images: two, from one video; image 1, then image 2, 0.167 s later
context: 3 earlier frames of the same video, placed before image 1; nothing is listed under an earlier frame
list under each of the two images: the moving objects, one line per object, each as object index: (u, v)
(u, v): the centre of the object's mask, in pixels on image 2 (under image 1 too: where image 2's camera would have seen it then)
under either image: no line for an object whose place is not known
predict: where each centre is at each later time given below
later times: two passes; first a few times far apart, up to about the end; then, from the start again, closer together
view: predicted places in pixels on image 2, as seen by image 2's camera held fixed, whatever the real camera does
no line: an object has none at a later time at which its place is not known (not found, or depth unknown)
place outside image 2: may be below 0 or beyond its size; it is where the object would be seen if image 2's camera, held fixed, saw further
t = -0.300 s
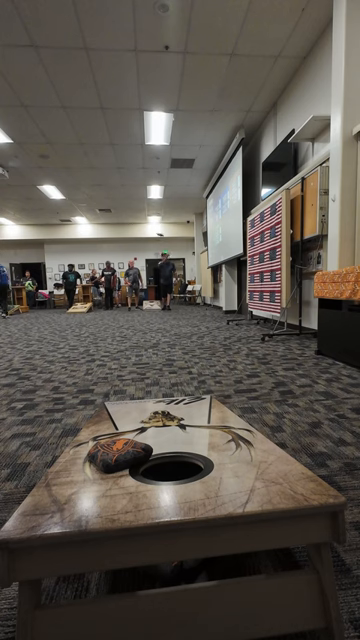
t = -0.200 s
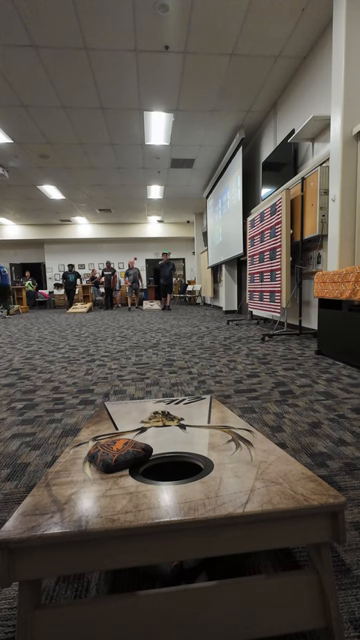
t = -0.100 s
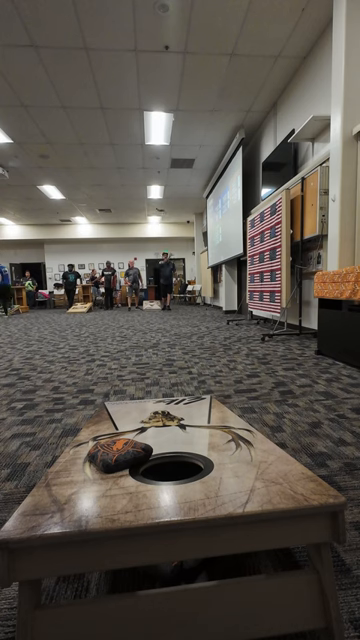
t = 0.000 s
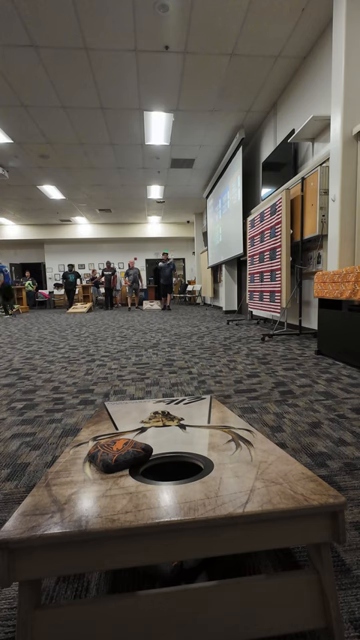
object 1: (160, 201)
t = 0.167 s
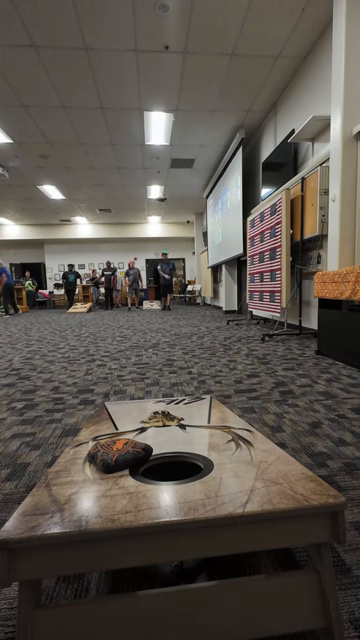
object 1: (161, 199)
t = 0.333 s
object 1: (163, 223)
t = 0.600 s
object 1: (174, 398)
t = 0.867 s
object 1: (186, 433)
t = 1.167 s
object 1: (191, 446)
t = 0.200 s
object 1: (161, 201)
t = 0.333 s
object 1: (163, 223)
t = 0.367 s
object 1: (164, 235)
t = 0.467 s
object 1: (164, 287)
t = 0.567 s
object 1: (172, 394)
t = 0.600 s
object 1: (174, 398)
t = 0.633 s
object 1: (176, 401)
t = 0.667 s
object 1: (177, 406)
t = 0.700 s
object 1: (180, 411)
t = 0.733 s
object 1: (180, 416)
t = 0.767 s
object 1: (182, 420)
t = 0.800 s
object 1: (183, 424)
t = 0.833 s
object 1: (184, 429)
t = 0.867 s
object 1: (186, 433)
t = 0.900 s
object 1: (187, 436)
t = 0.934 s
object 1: (188, 440)
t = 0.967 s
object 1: (189, 442)
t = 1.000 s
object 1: (190, 444)
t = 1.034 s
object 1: (190, 445)
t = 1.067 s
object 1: (191, 446)
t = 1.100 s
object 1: (191, 446)
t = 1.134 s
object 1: (191, 446)
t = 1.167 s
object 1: (191, 446)
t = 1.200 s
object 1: (191, 446)
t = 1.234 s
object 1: (191, 446)
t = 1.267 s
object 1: (191, 446)
